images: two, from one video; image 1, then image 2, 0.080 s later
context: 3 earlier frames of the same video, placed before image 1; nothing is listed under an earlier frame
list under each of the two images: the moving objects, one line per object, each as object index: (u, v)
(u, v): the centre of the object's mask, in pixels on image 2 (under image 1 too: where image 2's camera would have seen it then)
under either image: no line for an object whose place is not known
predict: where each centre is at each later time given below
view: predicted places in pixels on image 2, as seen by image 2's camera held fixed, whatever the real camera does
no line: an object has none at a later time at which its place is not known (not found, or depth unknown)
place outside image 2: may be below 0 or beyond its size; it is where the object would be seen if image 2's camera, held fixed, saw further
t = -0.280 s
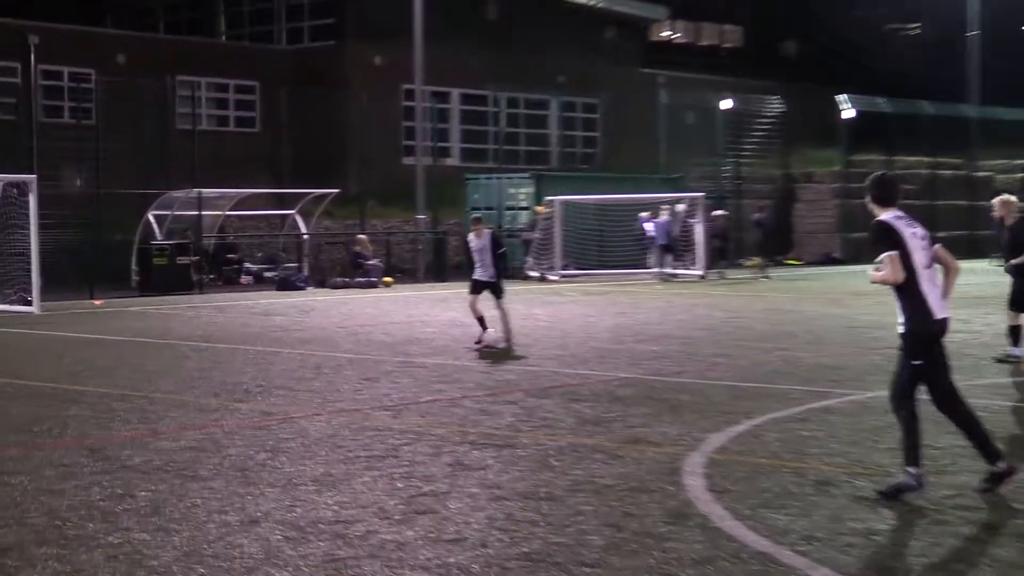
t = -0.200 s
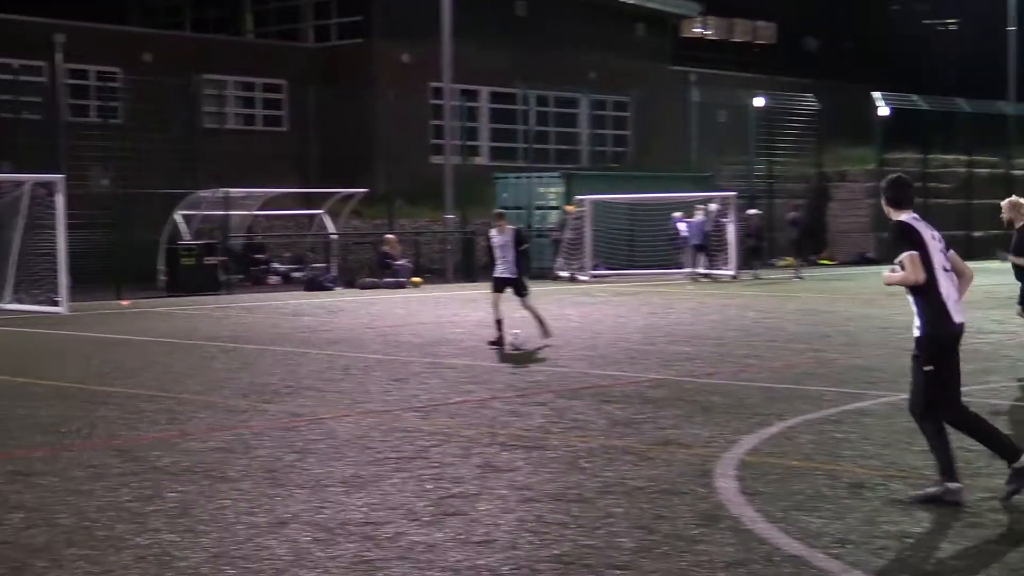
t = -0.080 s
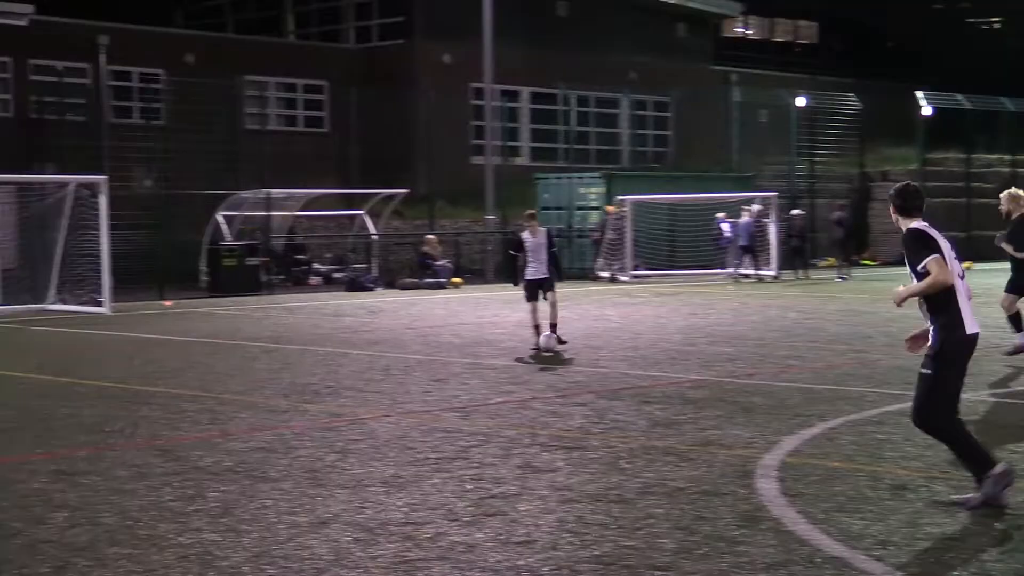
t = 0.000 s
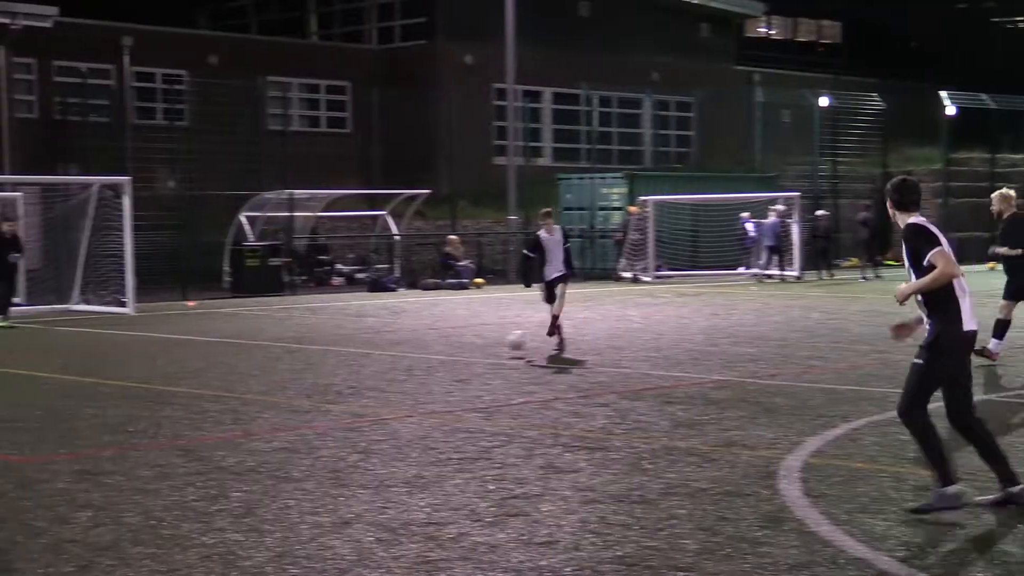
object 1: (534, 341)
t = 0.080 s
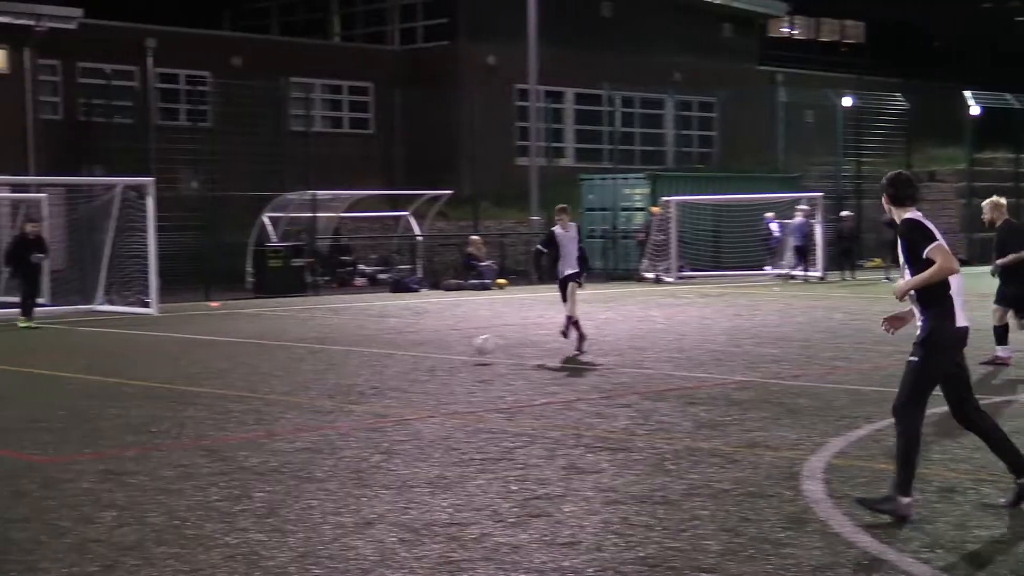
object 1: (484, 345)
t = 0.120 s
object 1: (457, 349)
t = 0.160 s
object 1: (429, 358)
